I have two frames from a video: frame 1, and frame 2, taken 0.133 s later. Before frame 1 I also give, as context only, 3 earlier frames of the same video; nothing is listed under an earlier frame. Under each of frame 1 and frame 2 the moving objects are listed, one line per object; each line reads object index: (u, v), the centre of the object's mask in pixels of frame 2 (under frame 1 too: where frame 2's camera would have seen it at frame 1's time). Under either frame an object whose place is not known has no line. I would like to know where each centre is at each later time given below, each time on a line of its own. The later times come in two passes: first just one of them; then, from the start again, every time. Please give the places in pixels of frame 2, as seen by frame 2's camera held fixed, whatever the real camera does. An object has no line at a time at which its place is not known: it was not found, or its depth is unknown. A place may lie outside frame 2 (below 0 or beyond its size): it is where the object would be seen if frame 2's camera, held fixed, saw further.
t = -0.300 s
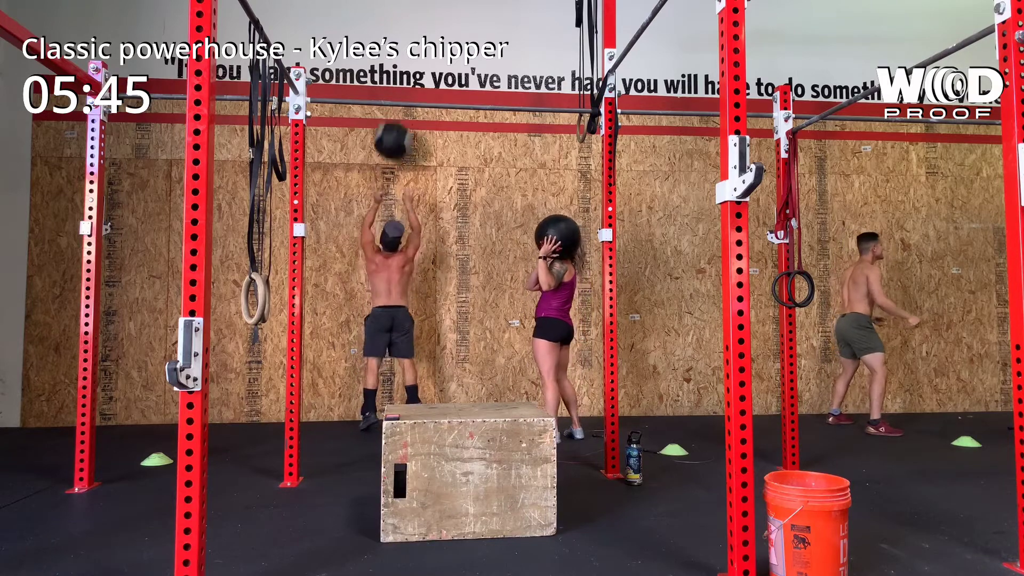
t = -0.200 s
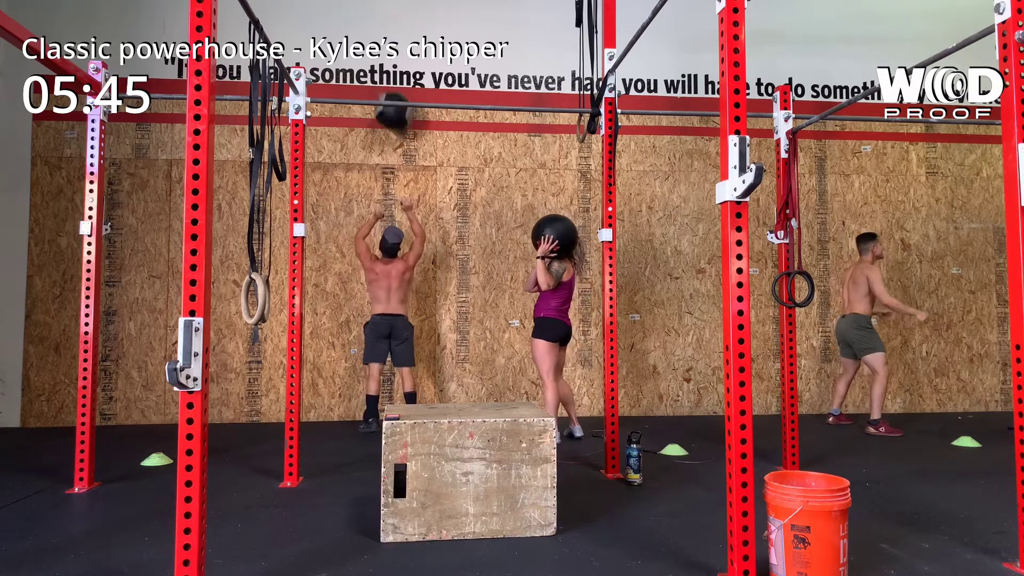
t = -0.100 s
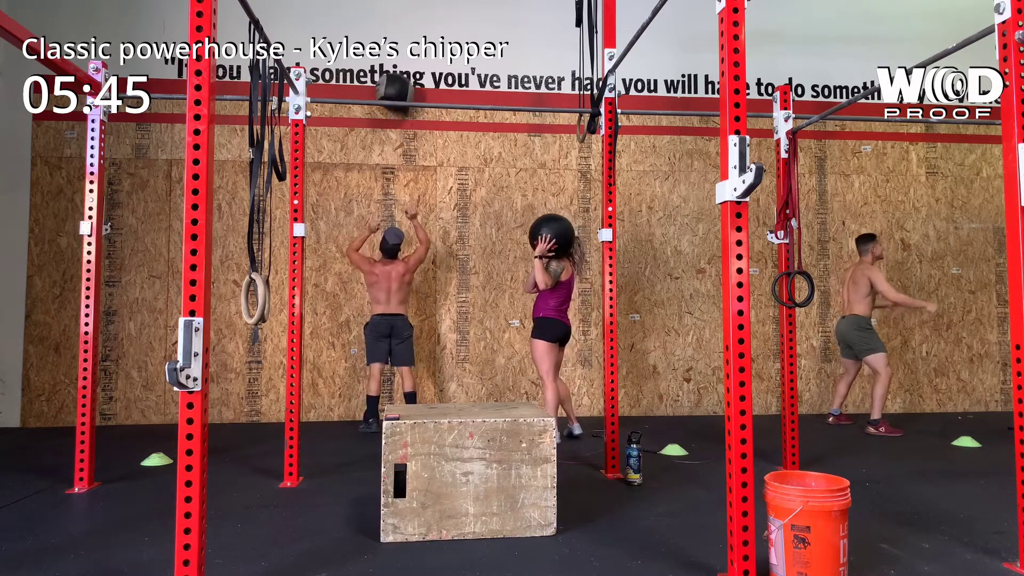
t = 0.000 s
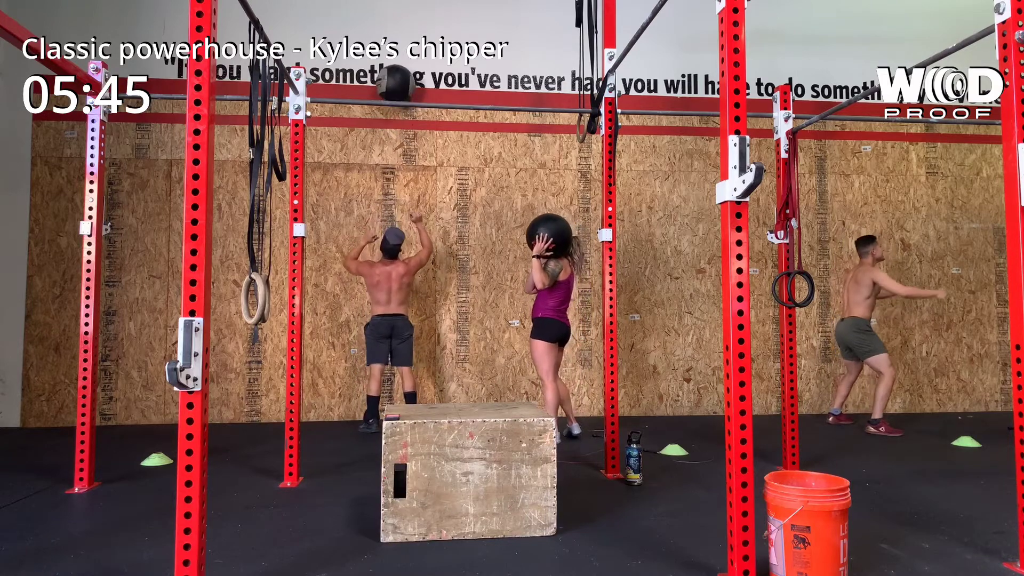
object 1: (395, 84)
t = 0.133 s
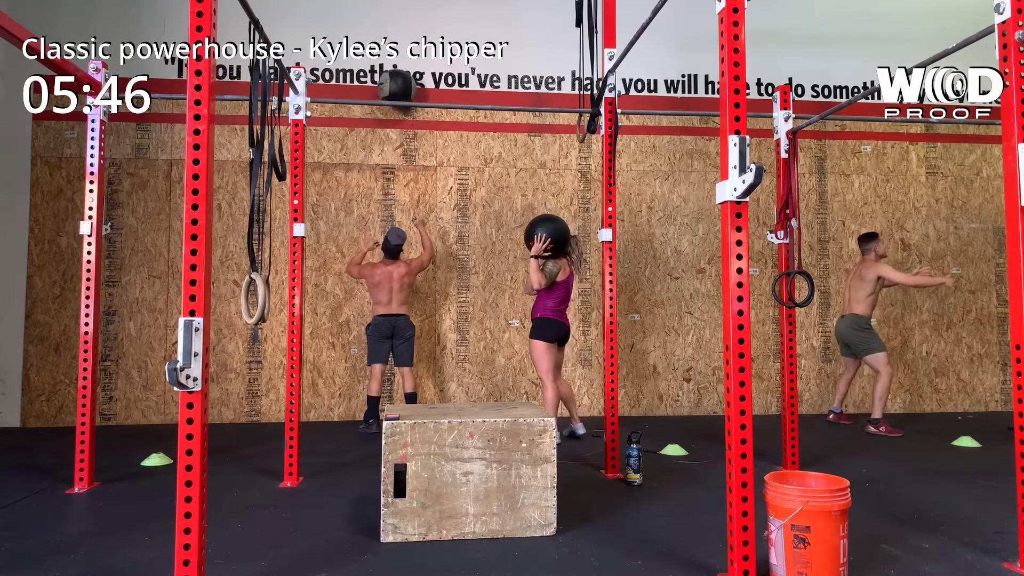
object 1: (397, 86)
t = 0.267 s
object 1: (398, 113)
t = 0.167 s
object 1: (398, 92)
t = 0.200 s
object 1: (398, 97)
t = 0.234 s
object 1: (398, 106)
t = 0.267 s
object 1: (398, 113)
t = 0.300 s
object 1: (399, 122)
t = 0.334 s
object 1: (399, 130)
